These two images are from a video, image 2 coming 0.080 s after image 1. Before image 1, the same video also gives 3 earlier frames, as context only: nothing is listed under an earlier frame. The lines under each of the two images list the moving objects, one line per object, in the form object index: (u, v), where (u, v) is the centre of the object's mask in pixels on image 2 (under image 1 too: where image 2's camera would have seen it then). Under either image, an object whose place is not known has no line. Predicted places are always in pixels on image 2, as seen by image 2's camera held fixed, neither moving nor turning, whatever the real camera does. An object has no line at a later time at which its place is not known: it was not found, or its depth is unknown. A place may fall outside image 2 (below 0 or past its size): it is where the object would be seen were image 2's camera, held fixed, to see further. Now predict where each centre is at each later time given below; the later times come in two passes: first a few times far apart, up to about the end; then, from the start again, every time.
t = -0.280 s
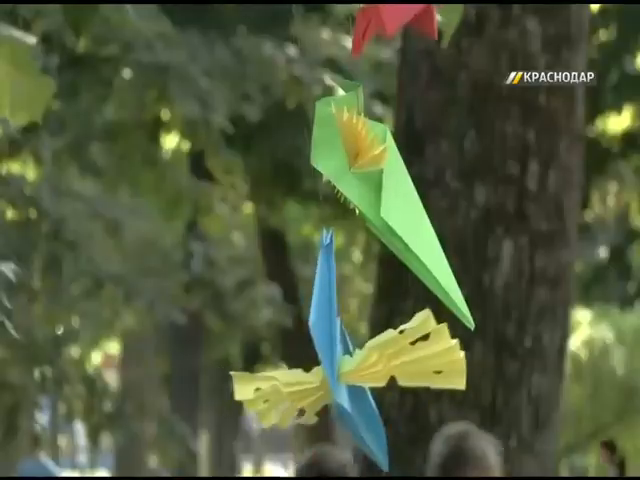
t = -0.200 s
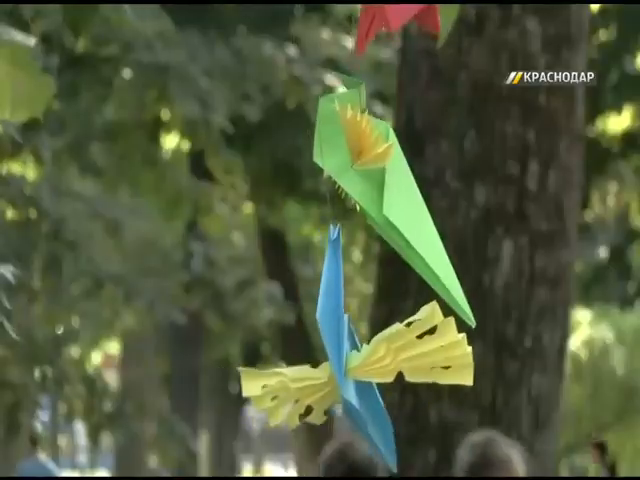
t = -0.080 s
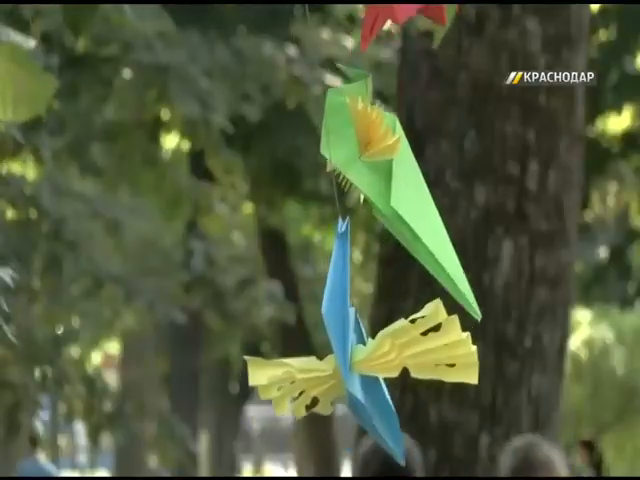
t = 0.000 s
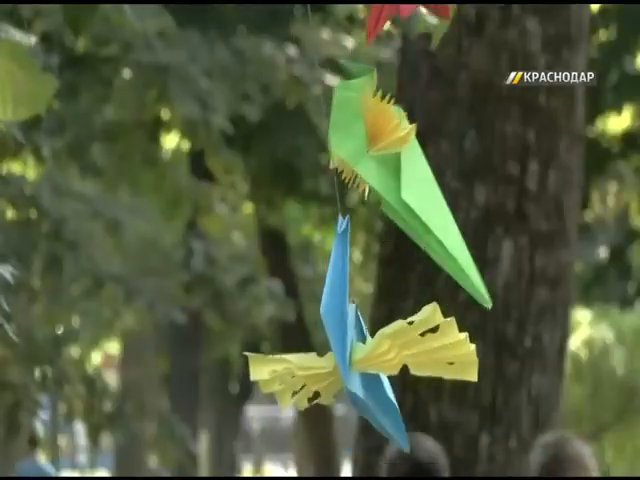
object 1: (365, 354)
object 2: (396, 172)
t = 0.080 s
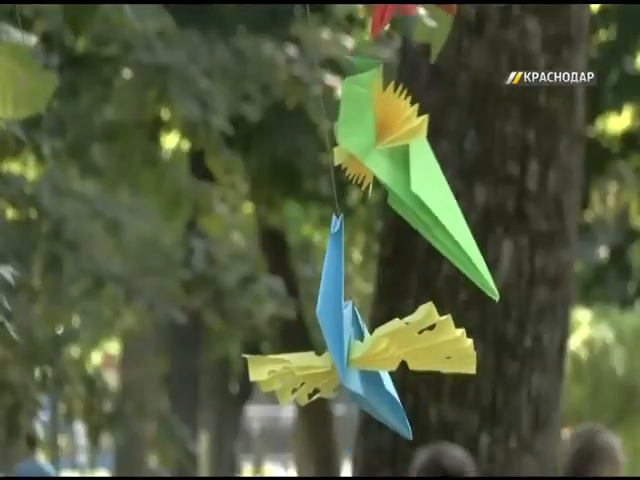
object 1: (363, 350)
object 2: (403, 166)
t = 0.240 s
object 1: (355, 346)
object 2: (413, 154)
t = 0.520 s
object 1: (351, 343)
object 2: (424, 145)
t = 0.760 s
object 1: (368, 341)
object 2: (417, 150)
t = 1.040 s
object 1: (388, 340)
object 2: (411, 155)
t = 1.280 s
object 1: (406, 333)
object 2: (413, 155)
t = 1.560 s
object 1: (396, 333)
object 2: (412, 152)
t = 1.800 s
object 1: (376, 338)
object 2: (414, 150)
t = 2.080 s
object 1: (363, 344)
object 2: (411, 155)
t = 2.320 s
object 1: (366, 348)
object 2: (410, 159)
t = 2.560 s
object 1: (377, 348)
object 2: (405, 165)
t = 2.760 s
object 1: (385, 346)
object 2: (407, 162)
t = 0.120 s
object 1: (361, 349)
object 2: (405, 160)
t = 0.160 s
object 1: (359, 348)
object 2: (408, 158)
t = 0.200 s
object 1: (357, 347)
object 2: (411, 156)
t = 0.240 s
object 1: (355, 346)
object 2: (413, 154)
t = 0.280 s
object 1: (353, 346)
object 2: (415, 151)
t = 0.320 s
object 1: (352, 346)
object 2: (417, 150)
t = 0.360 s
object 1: (351, 346)
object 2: (418, 149)
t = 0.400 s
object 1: (350, 344)
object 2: (420, 147)
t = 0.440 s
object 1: (350, 344)
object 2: (422, 146)
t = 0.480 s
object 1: (350, 342)
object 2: (423, 145)
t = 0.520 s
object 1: (351, 343)
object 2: (424, 145)
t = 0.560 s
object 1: (353, 342)
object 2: (424, 144)
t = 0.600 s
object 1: (355, 341)
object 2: (424, 145)
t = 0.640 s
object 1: (358, 341)
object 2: (422, 145)
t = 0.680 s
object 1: (360, 342)
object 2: (420, 148)
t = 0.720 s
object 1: (364, 341)
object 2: (419, 148)
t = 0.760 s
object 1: (368, 341)
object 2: (417, 150)
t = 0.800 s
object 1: (371, 340)
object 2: (416, 151)
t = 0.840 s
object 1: (373, 341)
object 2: (414, 152)
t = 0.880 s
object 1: (376, 341)
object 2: (414, 153)
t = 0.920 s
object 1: (379, 341)
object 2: (413, 154)
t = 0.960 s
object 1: (382, 340)
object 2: (413, 154)
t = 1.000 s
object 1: (386, 339)
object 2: (412, 154)
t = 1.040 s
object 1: (388, 340)
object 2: (411, 155)
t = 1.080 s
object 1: (394, 339)
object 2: (410, 154)
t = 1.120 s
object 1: (396, 337)
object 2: (410, 153)
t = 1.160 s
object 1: (399, 336)
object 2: (410, 154)
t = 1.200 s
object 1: (401, 335)
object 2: (411, 154)
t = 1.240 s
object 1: (404, 334)
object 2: (413, 155)
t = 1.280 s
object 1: (406, 333)
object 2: (413, 155)
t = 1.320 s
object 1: (407, 333)
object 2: (414, 156)
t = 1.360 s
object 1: (407, 332)
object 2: (414, 156)
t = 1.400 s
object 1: (406, 332)
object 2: (414, 155)
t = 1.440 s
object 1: (404, 331)
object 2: (414, 154)
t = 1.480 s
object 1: (402, 331)
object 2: (414, 154)
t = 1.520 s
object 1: (399, 332)
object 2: (413, 154)
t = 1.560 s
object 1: (396, 333)
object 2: (412, 152)
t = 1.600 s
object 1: (392, 334)
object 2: (412, 153)
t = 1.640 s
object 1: (389, 334)
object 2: (412, 151)
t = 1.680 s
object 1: (386, 336)
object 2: (413, 151)
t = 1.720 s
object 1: (383, 336)
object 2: (413, 150)
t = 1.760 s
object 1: (380, 338)
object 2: (414, 150)
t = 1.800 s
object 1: (376, 338)
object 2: (414, 150)
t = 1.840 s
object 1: (373, 339)
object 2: (414, 150)
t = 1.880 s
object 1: (370, 340)
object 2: (414, 149)
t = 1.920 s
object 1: (368, 341)
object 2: (414, 151)
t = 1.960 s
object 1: (366, 342)
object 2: (413, 153)
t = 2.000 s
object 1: (364, 343)
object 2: (412, 154)
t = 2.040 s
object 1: (363, 343)
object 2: (411, 155)
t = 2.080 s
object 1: (363, 344)
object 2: (411, 155)
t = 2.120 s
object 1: (363, 345)
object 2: (411, 155)
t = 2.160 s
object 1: (363, 345)
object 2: (412, 155)
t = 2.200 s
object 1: (363, 345)
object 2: (411, 155)
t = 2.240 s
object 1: (364, 346)
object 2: (411, 156)
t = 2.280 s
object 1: (365, 348)
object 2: (410, 158)
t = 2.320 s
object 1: (366, 348)
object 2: (410, 159)
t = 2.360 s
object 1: (368, 348)
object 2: (409, 161)
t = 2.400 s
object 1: (370, 348)
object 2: (408, 163)
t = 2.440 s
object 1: (372, 348)
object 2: (407, 164)
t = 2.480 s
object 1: (374, 348)
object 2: (406, 164)
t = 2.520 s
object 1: (376, 348)
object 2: (405, 165)
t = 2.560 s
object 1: (377, 348)
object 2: (405, 165)
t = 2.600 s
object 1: (380, 348)
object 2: (406, 165)
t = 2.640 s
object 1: (382, 347)
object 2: (406, 164)
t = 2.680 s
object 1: (383, 346)
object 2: (407, 164)
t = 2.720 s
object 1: (385, 346)
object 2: (407, 163)
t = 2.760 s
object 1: (385, 346)
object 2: (407, 162)
